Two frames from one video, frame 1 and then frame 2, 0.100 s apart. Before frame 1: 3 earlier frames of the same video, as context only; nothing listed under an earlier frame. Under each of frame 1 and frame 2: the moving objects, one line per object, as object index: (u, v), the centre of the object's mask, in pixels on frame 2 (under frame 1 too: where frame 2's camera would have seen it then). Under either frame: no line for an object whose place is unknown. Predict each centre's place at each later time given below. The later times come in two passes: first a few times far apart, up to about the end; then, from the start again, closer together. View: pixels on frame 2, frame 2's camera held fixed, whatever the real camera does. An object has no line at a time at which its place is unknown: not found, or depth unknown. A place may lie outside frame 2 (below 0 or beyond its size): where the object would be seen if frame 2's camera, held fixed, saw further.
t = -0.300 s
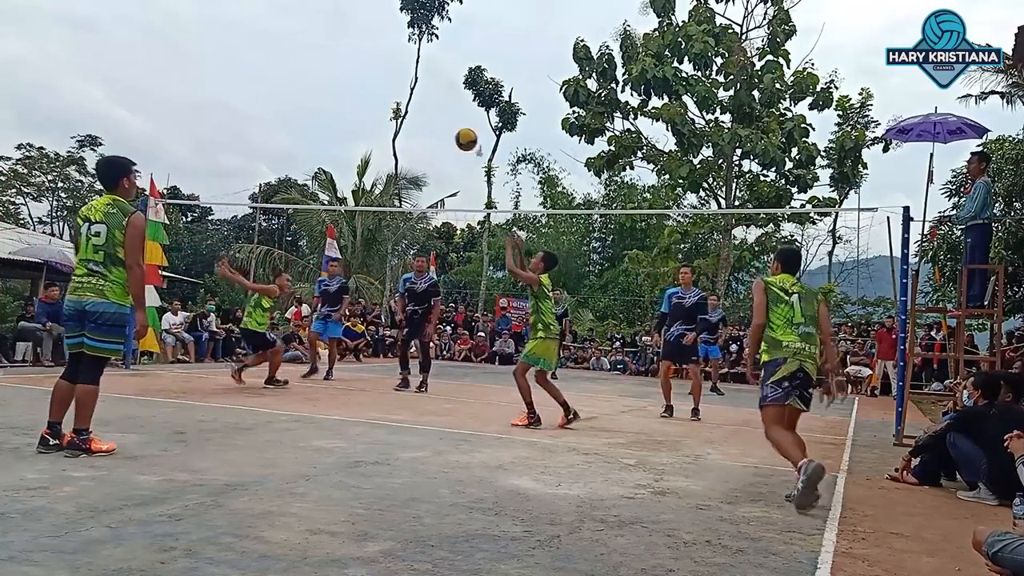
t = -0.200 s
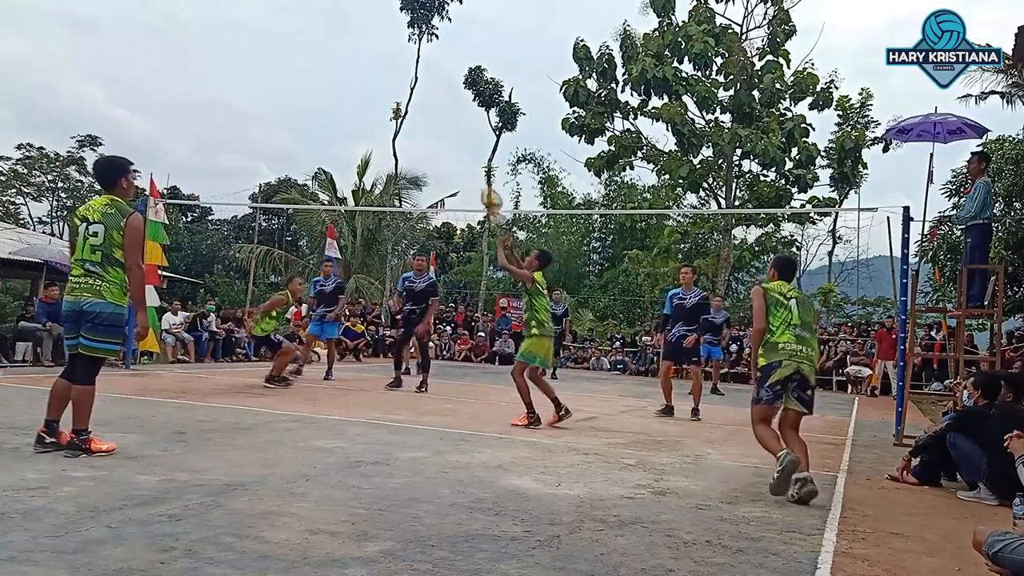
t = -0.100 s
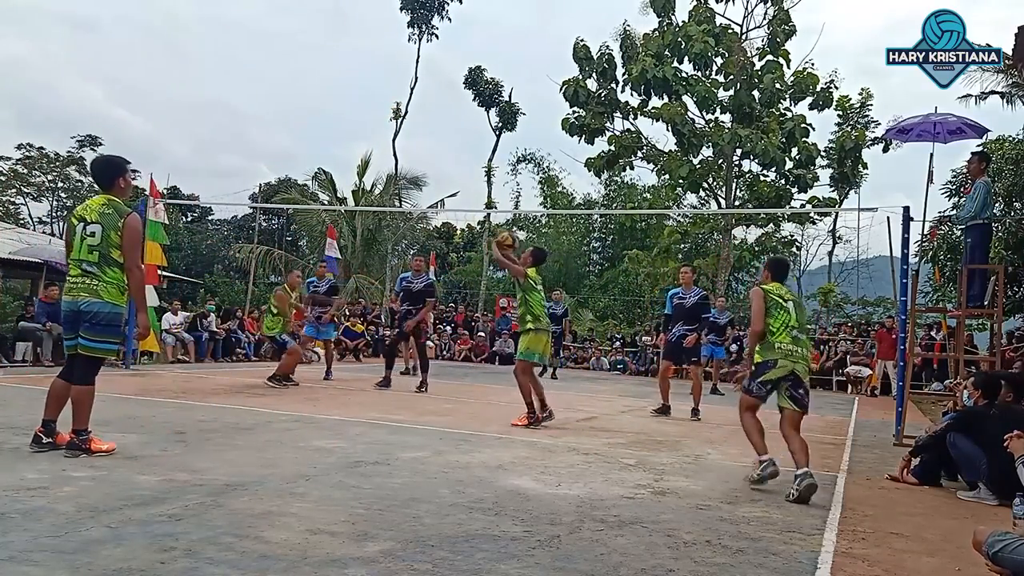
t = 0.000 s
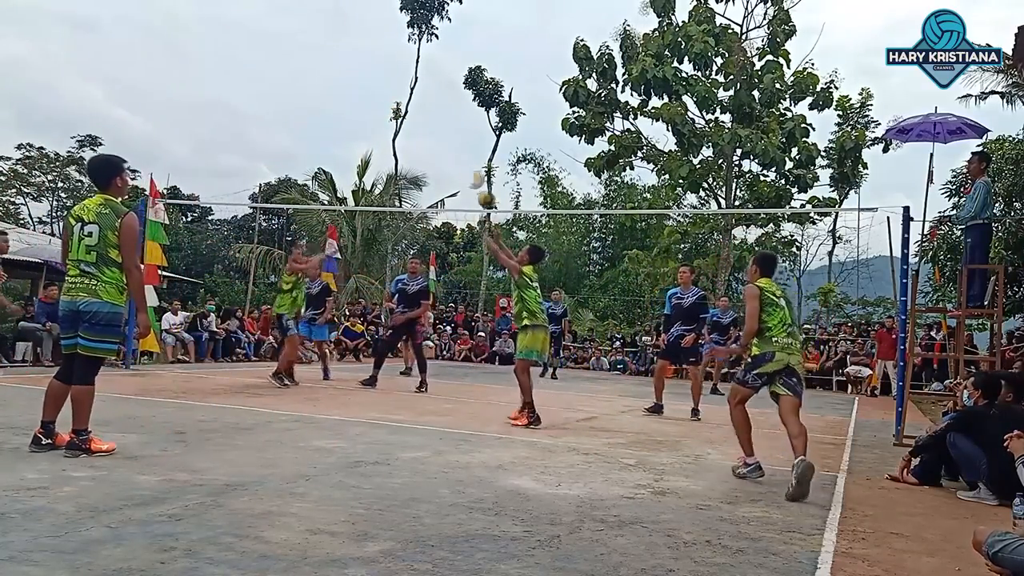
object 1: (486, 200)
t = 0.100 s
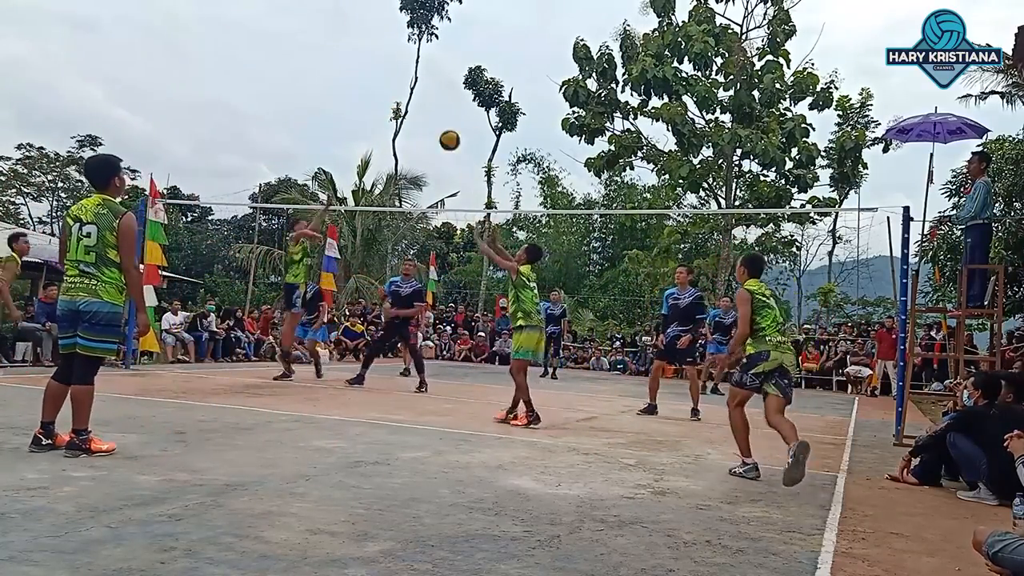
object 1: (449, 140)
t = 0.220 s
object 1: (414, 96)
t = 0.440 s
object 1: (354, 55)
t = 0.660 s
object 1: (298, 57)
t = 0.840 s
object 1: (255, 87)
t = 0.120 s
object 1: (443, 132)
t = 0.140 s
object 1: (437, 124)
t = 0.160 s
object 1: (431, 116)
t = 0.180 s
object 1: (425, 109)
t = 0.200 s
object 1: (420, 103)
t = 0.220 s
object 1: (414, 96)
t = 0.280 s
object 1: (397, 80)
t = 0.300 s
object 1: (391, 76)
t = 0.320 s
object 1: (386, 71)
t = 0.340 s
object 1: (381, 68)
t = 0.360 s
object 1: (375, 64)
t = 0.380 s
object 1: (370, 61)
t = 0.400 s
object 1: (364, 59)
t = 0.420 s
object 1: (359, 57)
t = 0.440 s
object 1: (354, 55)
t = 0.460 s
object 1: (348, 53)
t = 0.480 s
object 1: (343, 52)
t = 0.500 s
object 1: (338, 52)
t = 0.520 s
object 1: (333, 51)
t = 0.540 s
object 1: (328, 51)
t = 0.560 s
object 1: (323, 51)
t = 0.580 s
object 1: (318, 52)
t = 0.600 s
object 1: (313, 53)
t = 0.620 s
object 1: (308, 54)
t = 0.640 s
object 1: (303, 55)
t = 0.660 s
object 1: (298, 57)
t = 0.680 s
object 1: (293, 59)
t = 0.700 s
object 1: (288, 61)
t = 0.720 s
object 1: (283, 65)
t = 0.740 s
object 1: (279, 67)
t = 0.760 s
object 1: (274, 71)
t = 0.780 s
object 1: (269, 74)
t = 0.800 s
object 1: (265, 78)
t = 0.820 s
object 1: (260, 82)
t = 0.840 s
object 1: (255, 87)
